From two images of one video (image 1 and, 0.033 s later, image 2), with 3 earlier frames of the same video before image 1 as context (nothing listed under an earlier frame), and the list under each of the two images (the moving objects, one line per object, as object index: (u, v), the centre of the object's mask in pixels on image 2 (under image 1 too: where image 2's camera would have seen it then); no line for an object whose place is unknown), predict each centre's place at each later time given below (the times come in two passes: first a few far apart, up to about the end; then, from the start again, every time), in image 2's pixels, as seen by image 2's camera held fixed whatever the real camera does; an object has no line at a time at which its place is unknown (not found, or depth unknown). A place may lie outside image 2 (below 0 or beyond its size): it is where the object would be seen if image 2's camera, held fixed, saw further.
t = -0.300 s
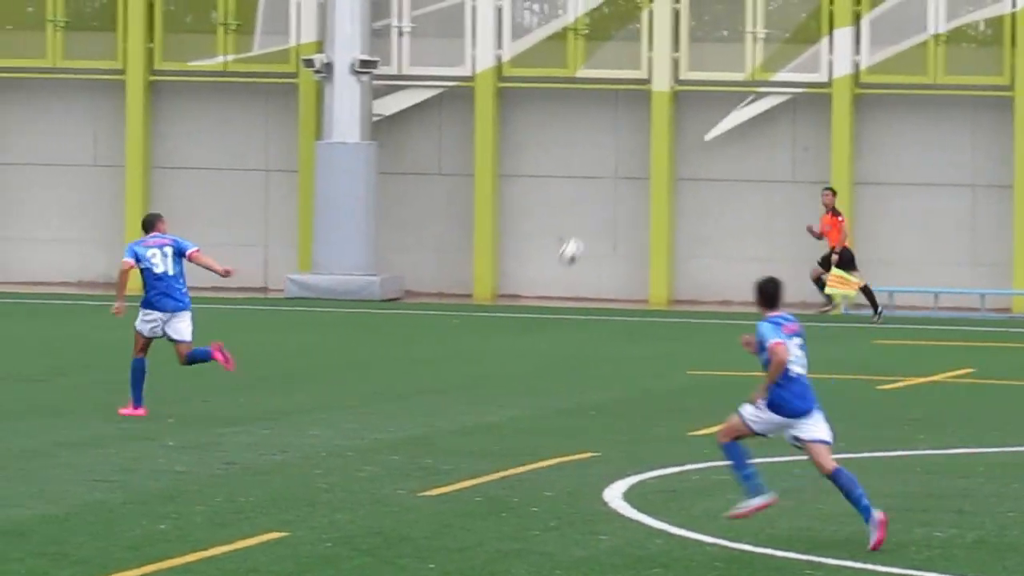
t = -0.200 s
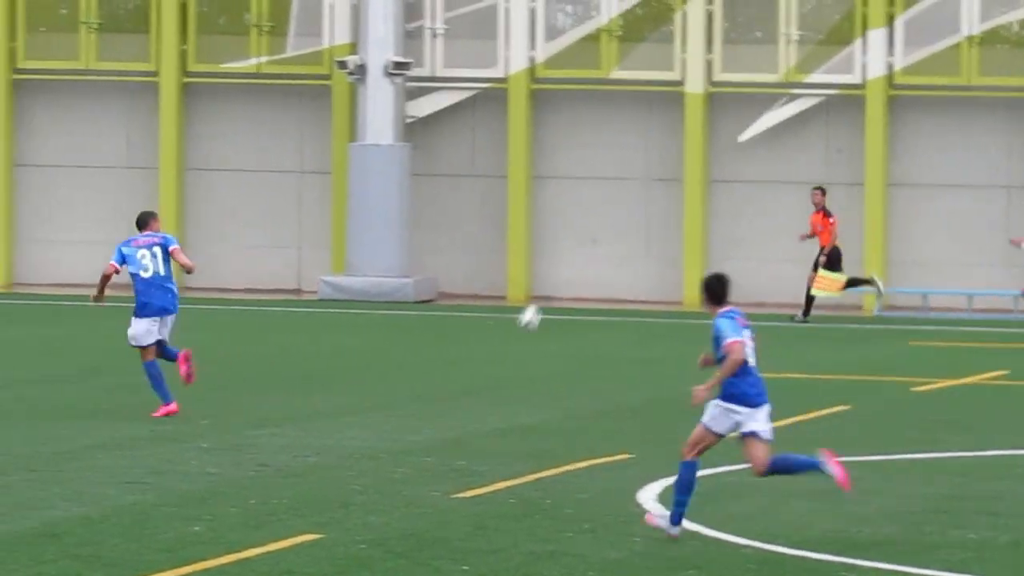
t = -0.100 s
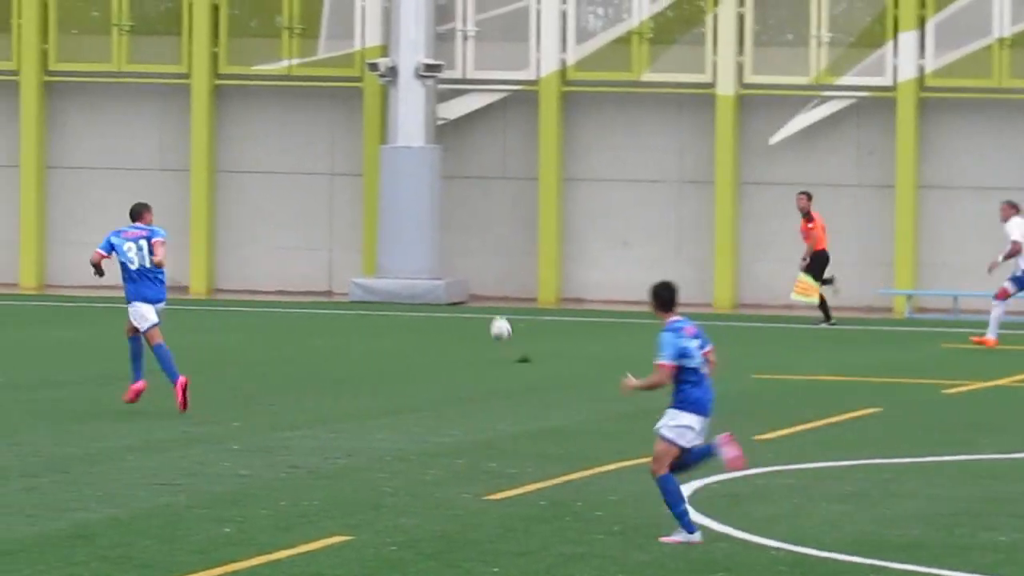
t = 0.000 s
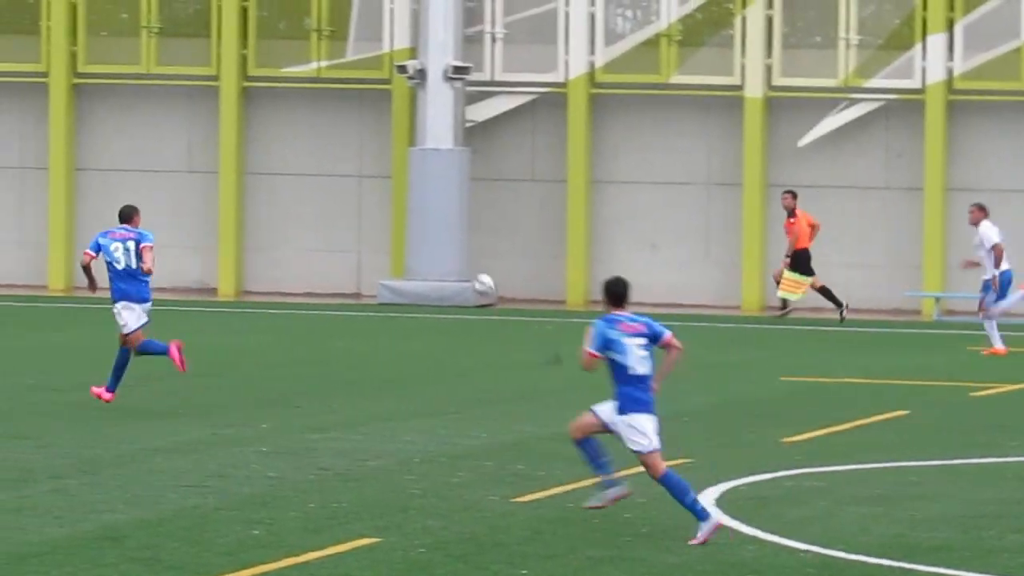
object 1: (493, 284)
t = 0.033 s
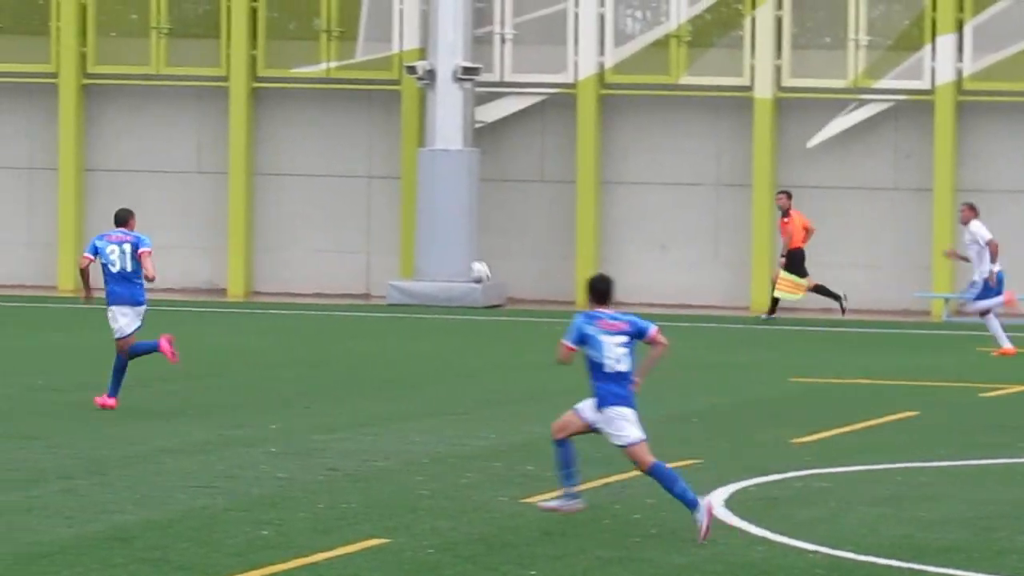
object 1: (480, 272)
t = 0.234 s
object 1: (399, 217)
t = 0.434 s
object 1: (320, 201)
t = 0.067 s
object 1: (467, 260)
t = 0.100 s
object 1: (453, 249)
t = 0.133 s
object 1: (438, 239)
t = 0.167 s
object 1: (425, 231)
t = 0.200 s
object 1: (412, 224)
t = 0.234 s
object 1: (399, 217)
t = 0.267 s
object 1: (385, 212)
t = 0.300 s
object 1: (372, 208)
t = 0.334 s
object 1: (359, 205)
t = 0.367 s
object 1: (346, 202)
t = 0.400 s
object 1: (333, 201)
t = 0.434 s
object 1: (320, 201)
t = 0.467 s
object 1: (307, 202)
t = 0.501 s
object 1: (295, 204)
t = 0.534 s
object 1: (282, 207)
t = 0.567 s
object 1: (268, 210)
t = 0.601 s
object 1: (256, 215)
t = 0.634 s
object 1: (244, 220)
